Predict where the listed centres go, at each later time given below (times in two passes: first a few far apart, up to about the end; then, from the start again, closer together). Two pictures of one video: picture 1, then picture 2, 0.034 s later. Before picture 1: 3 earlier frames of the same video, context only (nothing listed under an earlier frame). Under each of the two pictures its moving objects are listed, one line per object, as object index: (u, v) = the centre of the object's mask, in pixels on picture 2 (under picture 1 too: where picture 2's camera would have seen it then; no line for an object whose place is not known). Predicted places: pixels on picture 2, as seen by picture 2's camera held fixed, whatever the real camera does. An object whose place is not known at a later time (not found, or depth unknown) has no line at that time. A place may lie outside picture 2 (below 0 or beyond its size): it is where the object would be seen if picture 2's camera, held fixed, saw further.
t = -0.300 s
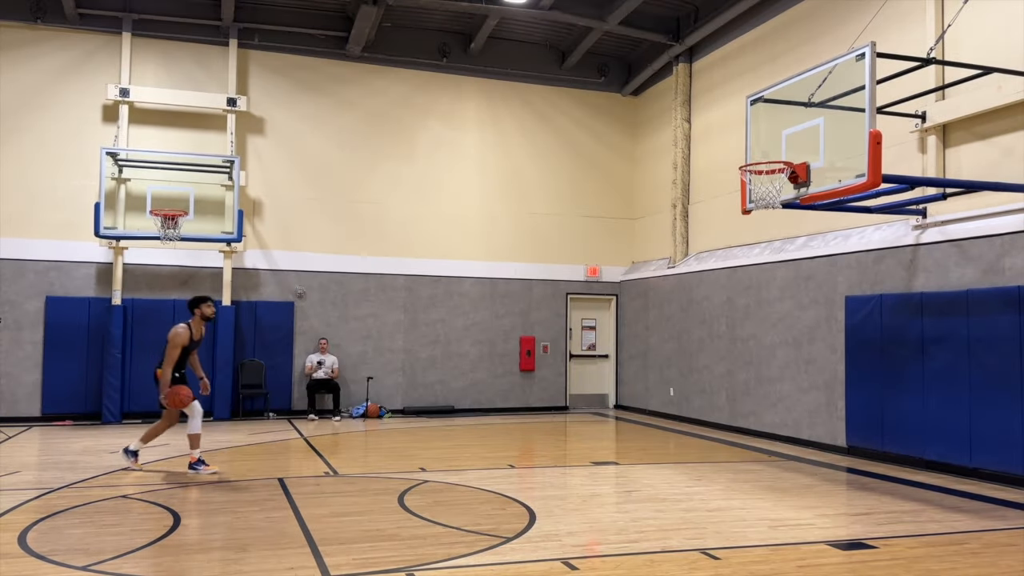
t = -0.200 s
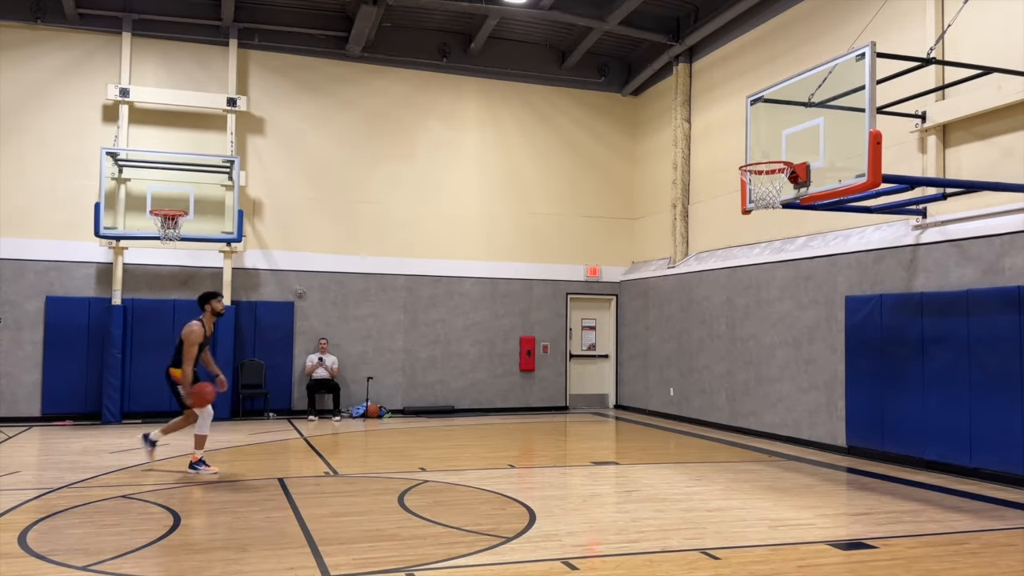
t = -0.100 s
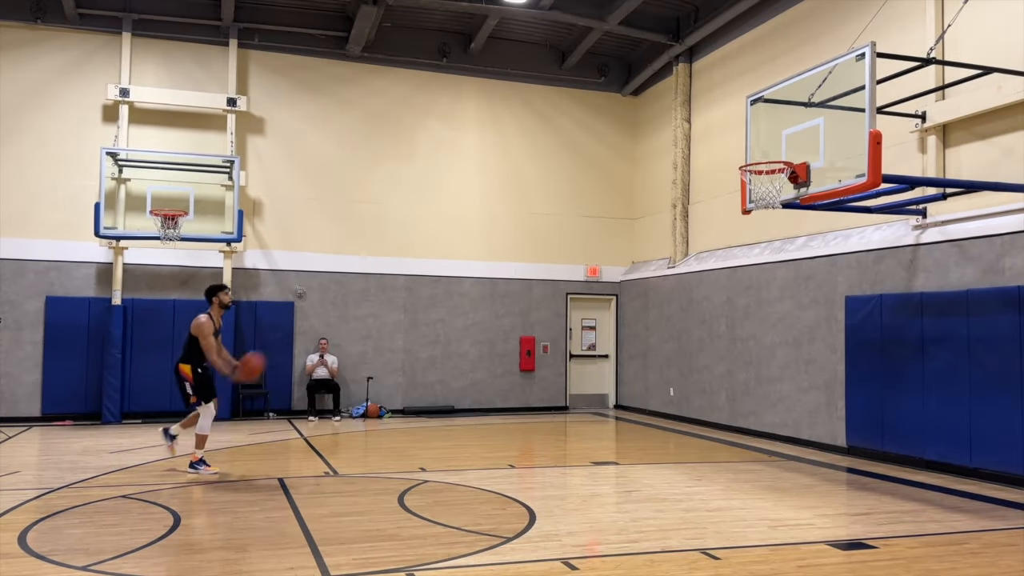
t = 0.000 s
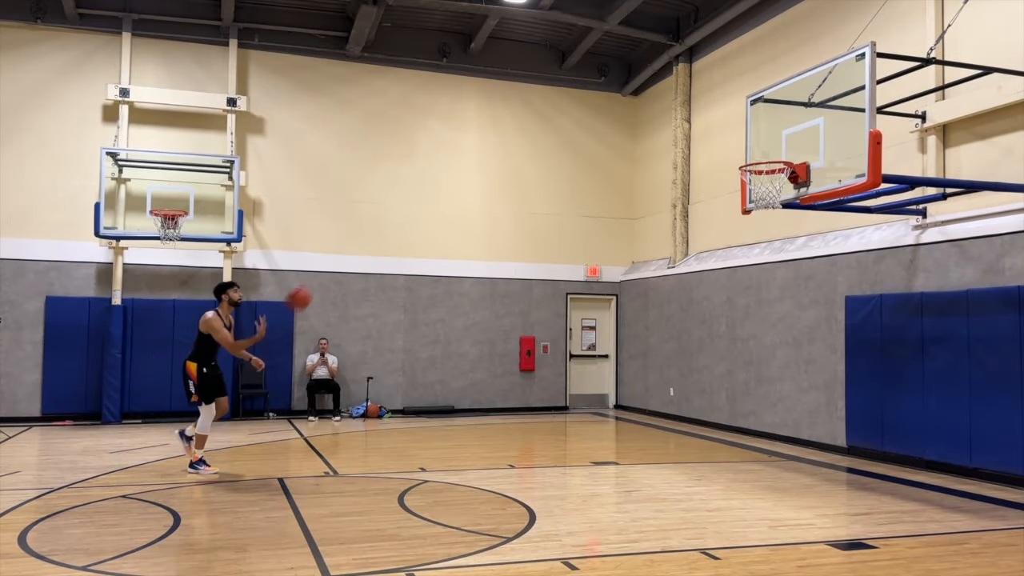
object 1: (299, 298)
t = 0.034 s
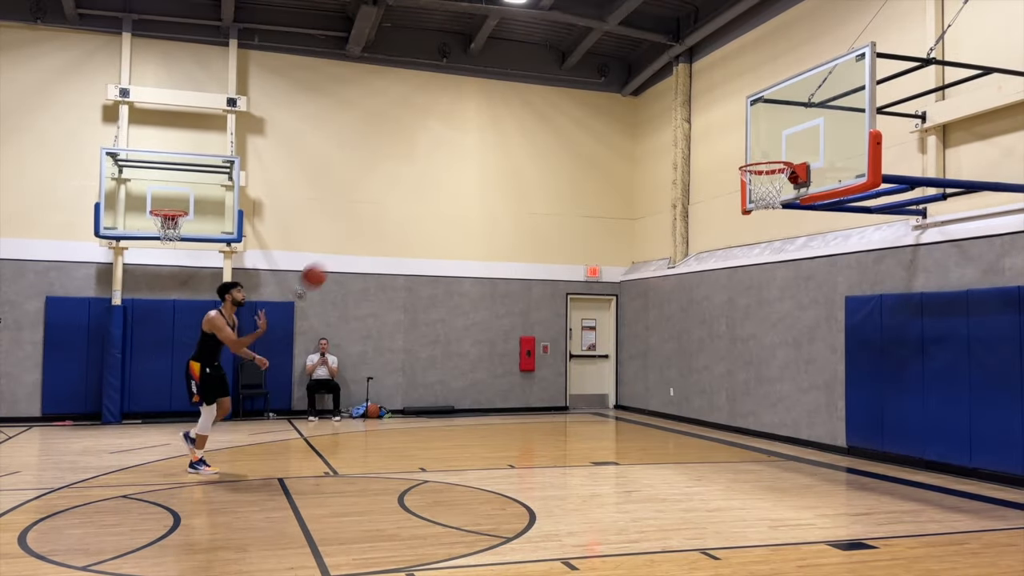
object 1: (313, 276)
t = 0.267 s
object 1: (414, 155)
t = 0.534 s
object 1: (524, 86)
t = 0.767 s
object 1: (617, 84)
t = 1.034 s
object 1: (722, 146)
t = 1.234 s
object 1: (748, 211)
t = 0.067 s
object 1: (328, 253)
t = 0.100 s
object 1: (343, 234)
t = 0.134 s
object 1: (357, 216)
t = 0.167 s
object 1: (371, 199)
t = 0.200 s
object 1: (386, 183)
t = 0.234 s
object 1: (400, 168)
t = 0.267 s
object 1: (414, 155)
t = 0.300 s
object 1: (428, 142)
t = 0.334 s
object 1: (442, 131)
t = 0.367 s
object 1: (455, 121)
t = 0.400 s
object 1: (469, 112)
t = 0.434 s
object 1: (483, 104)
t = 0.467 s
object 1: (497, 97)
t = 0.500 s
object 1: (511, 91)
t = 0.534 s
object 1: (524, 86)
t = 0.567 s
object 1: (538, 82)
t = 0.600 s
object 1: (550, 80)
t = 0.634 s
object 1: (564, 79)
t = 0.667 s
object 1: (577, 79)
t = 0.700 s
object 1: (591, 79)
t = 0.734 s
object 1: (604, 81)
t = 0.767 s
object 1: (617, 84)
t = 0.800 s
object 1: (631, 88)
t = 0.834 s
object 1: (644, 93)
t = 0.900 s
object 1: (670, 106)
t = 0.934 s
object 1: (683, 114)
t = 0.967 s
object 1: (696, 124)
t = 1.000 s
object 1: (709, 135)
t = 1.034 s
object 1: (722, 146)
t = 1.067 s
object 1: (735, 158)
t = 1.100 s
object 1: (745, 173)
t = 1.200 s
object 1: (748, 204)
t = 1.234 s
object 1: (748, 211)
